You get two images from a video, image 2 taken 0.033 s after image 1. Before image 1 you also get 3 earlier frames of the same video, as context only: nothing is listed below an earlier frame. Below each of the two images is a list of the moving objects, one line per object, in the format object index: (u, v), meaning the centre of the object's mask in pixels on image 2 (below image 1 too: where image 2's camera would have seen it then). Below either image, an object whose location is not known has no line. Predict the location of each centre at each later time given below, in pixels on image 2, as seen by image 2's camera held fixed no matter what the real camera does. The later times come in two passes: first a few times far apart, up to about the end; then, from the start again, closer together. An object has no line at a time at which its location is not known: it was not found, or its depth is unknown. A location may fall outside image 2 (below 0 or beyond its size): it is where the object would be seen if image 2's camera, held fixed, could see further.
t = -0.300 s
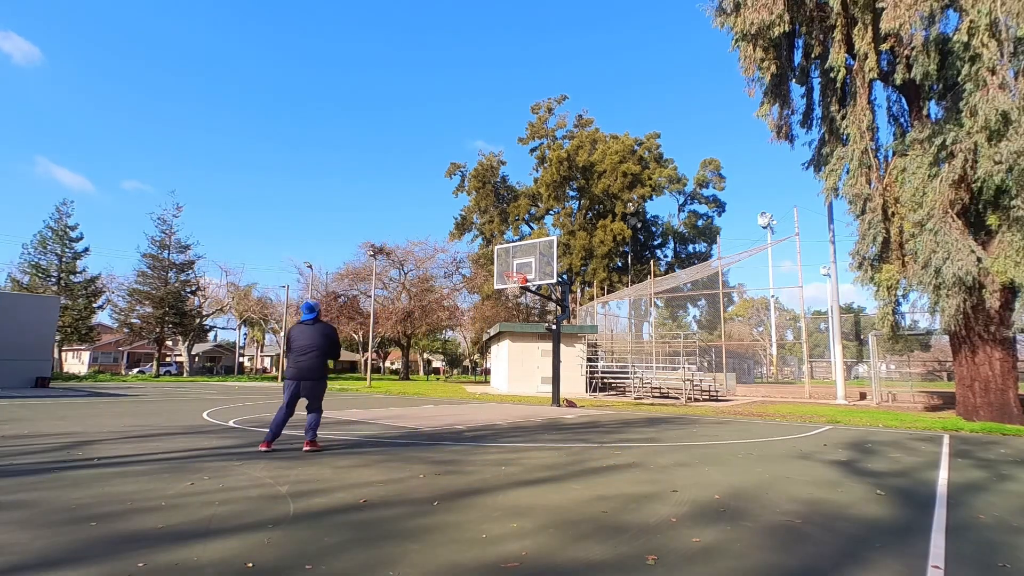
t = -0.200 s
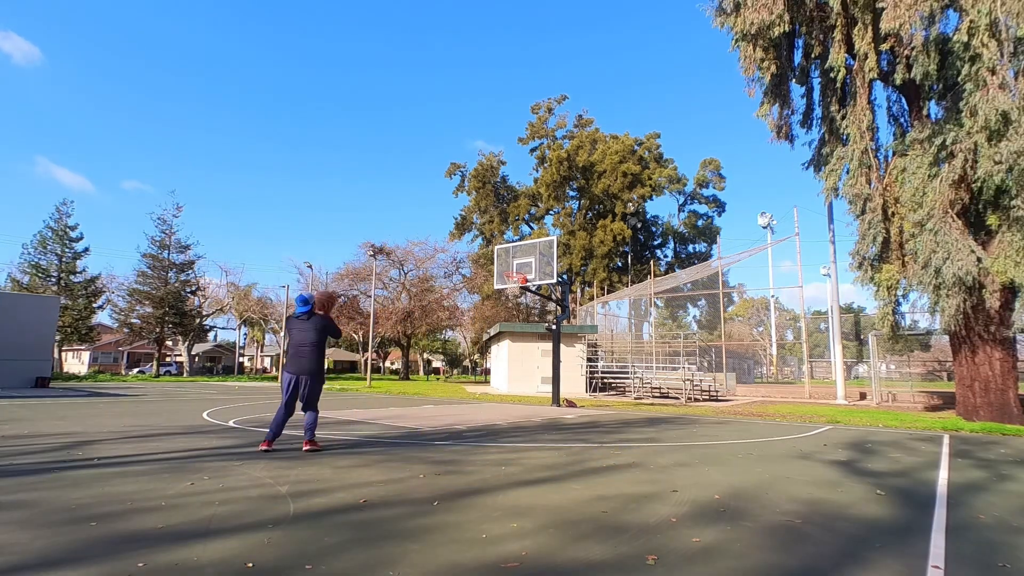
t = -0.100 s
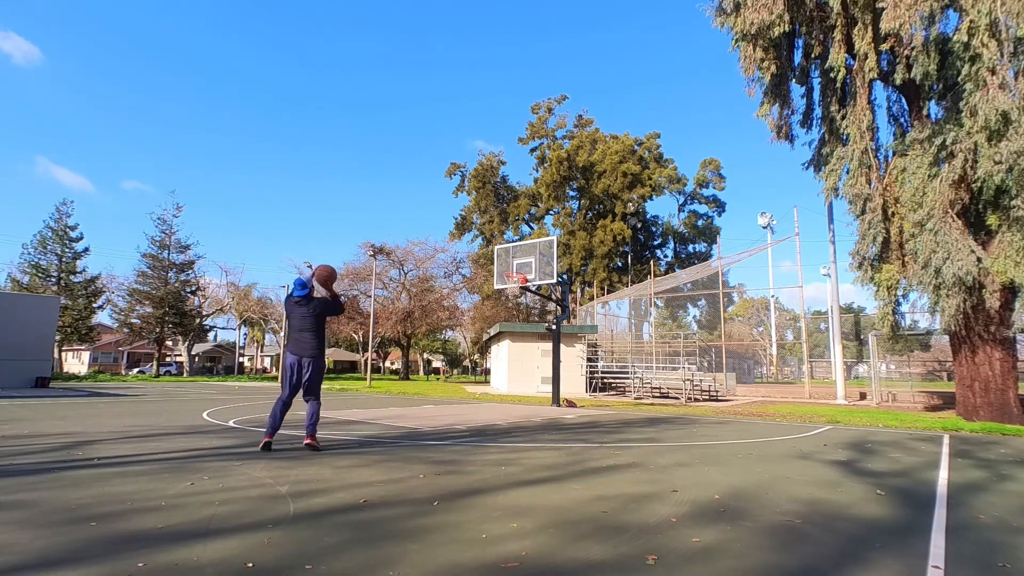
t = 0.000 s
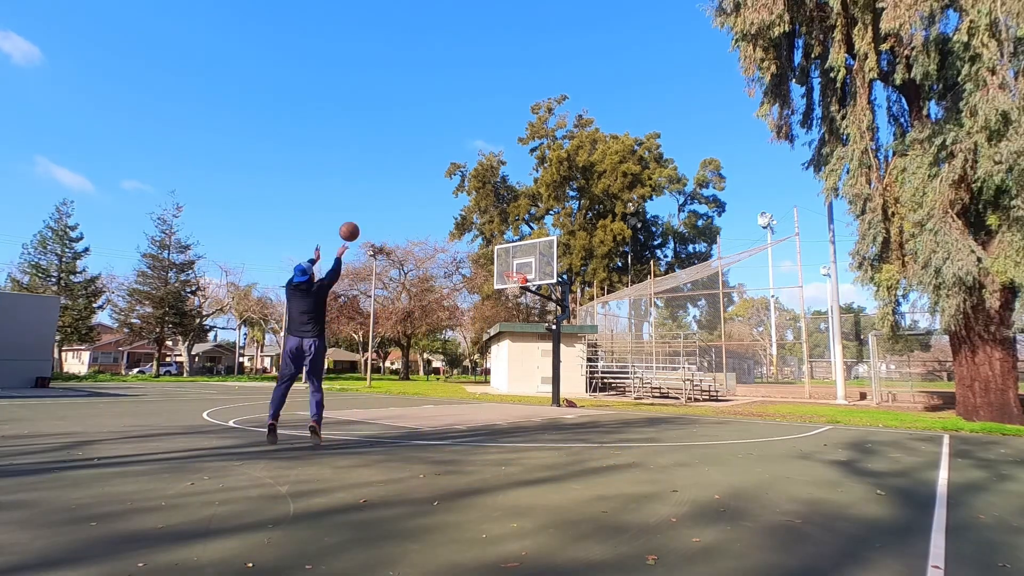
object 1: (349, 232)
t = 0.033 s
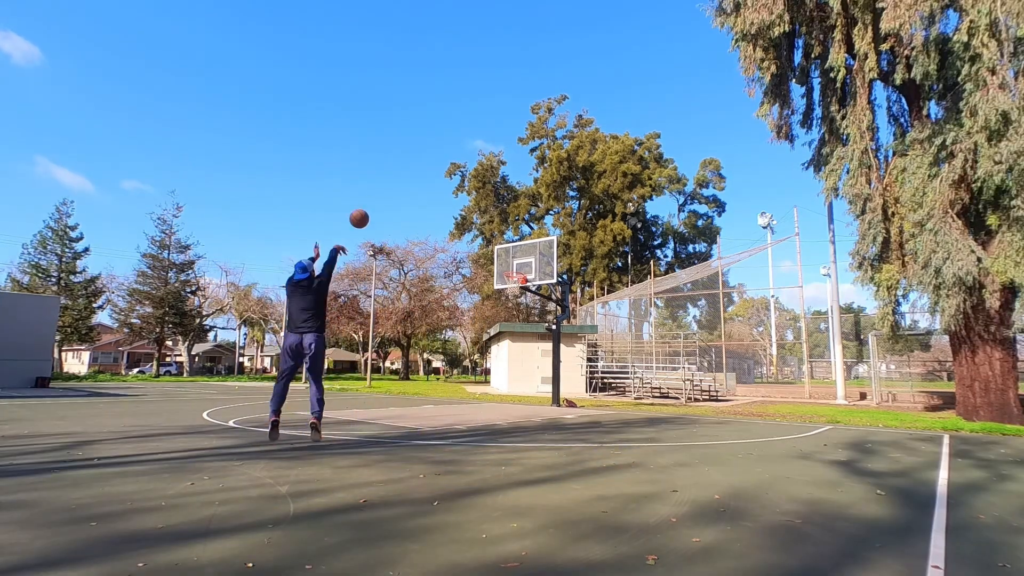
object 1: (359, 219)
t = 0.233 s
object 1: (407, 171)
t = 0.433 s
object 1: (441, 158)
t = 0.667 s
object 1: (471, 171)
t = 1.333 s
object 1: (516, 286)
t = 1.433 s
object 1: (513, 287)
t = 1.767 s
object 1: (495, 328)
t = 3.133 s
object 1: (439, 382)
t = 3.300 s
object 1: (432, 393)
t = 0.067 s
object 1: (368, 207)
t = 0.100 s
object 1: (377, 197)
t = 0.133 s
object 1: (385, 189)
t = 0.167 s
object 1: (393, 182)
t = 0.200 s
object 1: (400, 176)
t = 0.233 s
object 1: (407, 171)
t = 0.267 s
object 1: (414, 166)
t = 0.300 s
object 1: (420, 163)
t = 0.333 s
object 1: (425, 161)
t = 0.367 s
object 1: (431, 159)
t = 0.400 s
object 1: (436, 158)
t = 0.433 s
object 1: (441, 158)
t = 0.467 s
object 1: (446, 158)
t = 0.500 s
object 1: (451, 159)
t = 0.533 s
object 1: (455, 160)
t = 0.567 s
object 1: (459, 163)
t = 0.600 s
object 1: (463, 165)
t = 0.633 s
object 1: (467, 168)
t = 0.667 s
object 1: (471, 171)
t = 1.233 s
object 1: (520, 282)
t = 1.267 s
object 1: (519, 286)
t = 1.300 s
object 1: (517, 286)
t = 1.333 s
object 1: (516, 286)
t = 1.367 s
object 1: (515, 285)
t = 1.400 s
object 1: (513, 286)
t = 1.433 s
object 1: (513, 287)
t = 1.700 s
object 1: (499, 317)
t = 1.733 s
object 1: (497, 323)
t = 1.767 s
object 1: (495, 328)
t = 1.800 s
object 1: (494, 335)
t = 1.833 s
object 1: (493, 343)
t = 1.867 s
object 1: (491, 351)
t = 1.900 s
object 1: (490, 359)
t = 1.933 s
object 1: (488, 368)
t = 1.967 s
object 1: (487, 377)
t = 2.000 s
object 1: (485, 386)
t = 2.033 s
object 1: (483, 397)
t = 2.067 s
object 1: (482, 403)
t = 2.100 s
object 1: (481, 394)
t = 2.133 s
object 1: (479, 387)
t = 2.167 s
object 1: (478, 380)
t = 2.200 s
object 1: (477, 373)
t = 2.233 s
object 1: (475, 367)
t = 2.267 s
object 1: (475, 361)
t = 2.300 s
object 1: (473, 357)
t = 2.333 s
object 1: (472, 352)
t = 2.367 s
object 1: (470, 347)
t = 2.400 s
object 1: (469, 344)
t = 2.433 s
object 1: (468, 341)
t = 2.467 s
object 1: (468, 338)
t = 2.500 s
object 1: (466, 336)
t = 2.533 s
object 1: (465, 335)
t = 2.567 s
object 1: (464, 334)
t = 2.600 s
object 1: (462, 332)
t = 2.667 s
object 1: (461, 332)
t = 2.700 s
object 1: (460, 333)
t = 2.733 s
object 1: (458, 333)
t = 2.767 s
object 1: (456, 334)
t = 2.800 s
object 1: (455, 336)
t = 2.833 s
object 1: (453, 338)
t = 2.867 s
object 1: (452, 341)
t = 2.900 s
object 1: (450, 344)
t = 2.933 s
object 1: (448, 348)
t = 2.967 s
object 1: (447, 353)
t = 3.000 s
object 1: (446, 357)
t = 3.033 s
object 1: (444, 362)
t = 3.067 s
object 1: (442, 368)
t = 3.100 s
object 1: (440, 374)
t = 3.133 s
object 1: (439, 382)
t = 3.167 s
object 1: (438, 390)
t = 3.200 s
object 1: (436, 398)
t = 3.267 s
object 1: (432, 399)
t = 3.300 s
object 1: (432, 393)
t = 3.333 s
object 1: (430, 387)
